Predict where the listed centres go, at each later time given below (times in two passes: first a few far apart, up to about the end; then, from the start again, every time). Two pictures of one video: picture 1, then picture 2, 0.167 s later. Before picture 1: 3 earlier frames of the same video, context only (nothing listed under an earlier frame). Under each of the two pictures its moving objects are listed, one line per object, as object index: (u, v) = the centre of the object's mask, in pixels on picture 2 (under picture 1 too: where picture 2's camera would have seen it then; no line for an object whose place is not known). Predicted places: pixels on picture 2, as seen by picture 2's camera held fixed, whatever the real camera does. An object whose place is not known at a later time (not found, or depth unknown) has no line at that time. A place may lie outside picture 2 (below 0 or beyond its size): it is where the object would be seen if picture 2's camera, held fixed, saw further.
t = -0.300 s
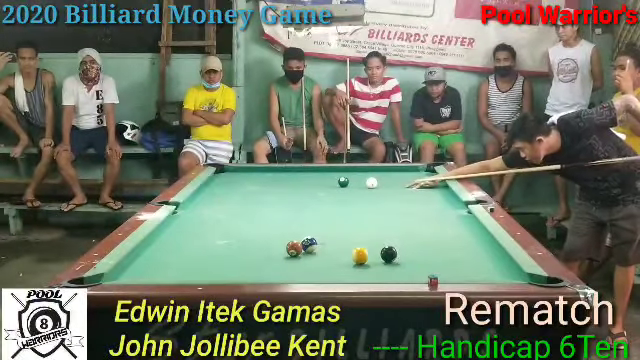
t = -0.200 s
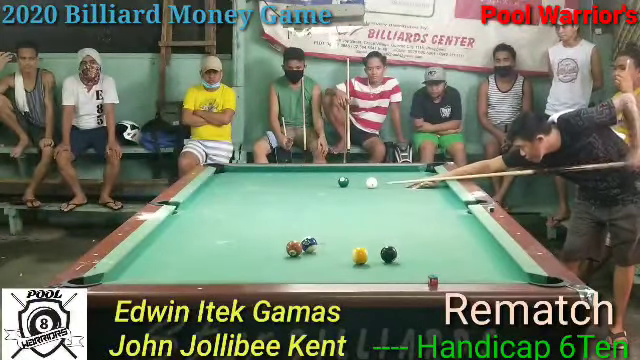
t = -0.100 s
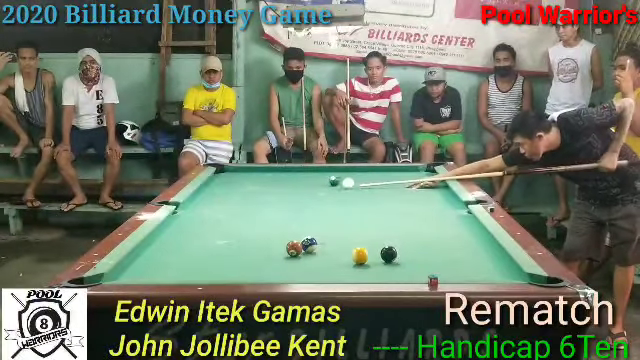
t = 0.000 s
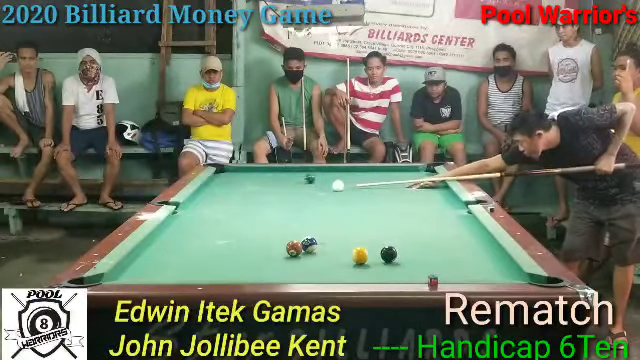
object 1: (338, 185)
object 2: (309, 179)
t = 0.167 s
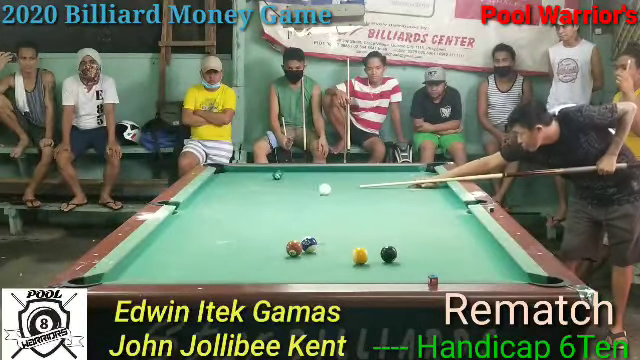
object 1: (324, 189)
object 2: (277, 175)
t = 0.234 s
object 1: (319, 190)
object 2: (264, 174)
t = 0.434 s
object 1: (303, 195)
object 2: (229, 171)
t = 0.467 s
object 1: (300, 196)
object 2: (223, 168)
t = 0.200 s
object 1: (322, 190)
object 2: (270, 174)
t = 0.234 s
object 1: (319, 190)
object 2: (264, 174)
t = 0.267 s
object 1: (317, 191)
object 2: (259, 173)
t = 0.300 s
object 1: (314, 192)
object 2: (253, 172)
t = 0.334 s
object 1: (311, 193)
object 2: (246, 172)
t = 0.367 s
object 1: (309, 193)
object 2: (241, 171)
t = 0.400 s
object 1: (306, 194)
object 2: (235, 171)
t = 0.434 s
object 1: (303, 195)
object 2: (229, 171)
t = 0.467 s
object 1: (300, 196)
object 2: (223, 168)
